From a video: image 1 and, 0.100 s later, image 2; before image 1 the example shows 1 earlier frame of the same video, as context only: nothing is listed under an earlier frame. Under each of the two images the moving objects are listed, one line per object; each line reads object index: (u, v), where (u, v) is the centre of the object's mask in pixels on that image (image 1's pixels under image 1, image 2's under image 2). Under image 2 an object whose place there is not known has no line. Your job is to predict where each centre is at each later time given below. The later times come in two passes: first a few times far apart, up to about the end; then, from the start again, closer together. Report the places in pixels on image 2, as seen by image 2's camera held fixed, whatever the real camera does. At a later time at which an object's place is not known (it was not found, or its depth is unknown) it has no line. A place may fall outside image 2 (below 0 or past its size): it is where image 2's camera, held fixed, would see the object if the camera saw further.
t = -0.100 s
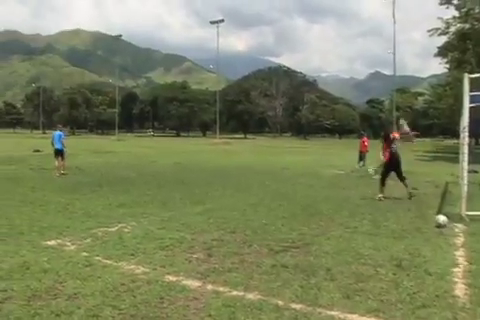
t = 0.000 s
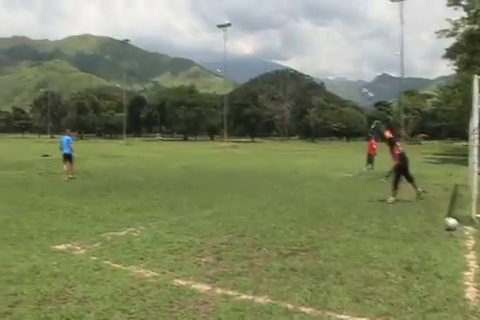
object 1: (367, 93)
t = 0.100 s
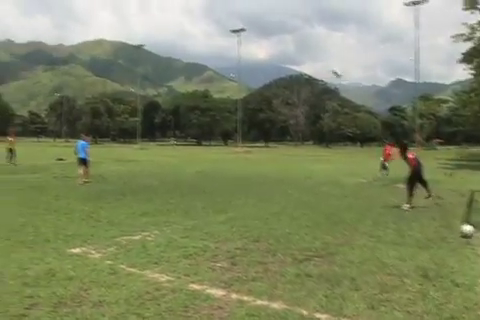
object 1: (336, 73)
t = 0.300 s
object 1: (264, 41)
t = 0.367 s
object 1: (247, 35)
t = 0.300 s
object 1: (264, 41)
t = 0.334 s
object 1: (255, 37)
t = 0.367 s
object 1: (247, 35)
